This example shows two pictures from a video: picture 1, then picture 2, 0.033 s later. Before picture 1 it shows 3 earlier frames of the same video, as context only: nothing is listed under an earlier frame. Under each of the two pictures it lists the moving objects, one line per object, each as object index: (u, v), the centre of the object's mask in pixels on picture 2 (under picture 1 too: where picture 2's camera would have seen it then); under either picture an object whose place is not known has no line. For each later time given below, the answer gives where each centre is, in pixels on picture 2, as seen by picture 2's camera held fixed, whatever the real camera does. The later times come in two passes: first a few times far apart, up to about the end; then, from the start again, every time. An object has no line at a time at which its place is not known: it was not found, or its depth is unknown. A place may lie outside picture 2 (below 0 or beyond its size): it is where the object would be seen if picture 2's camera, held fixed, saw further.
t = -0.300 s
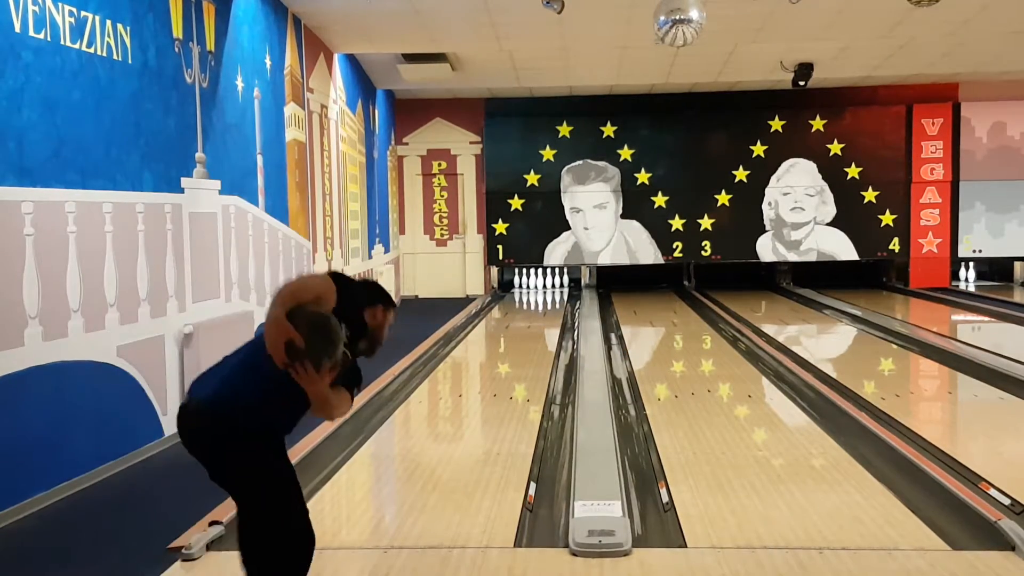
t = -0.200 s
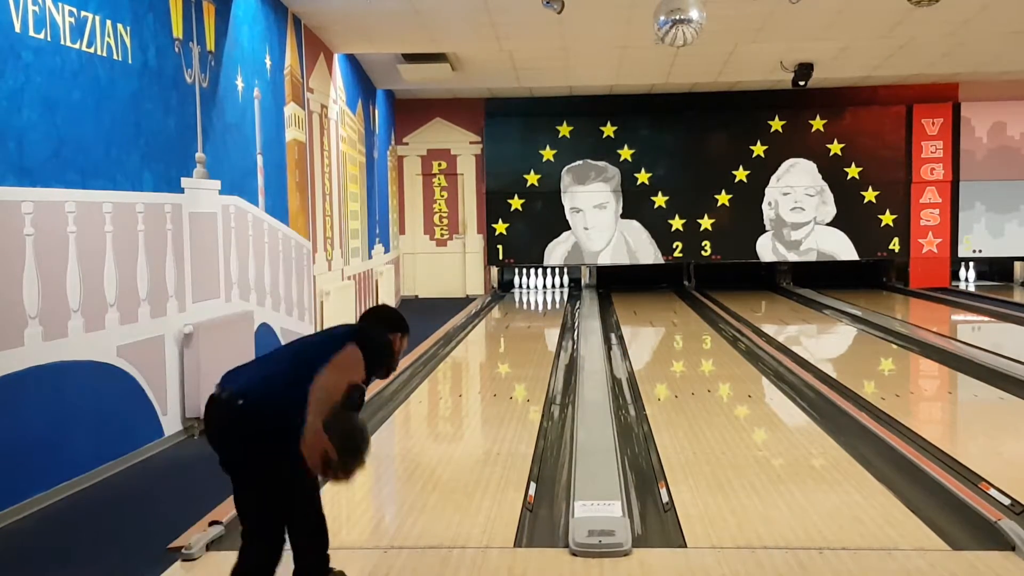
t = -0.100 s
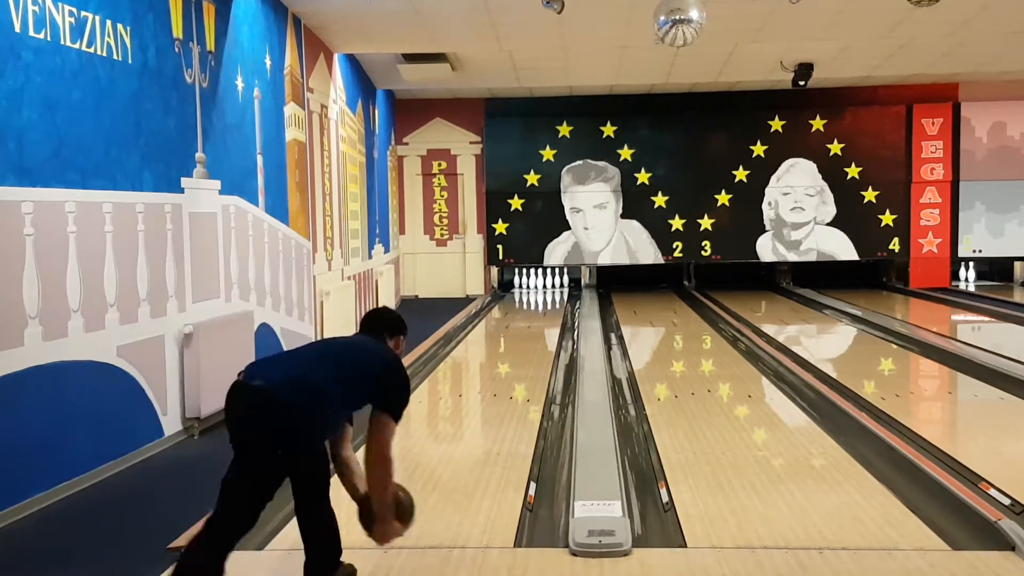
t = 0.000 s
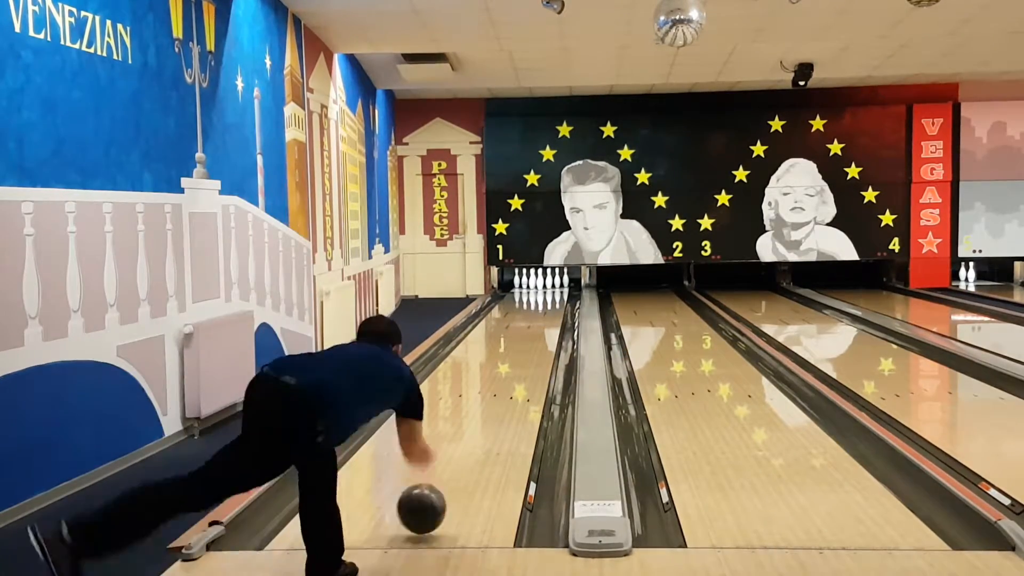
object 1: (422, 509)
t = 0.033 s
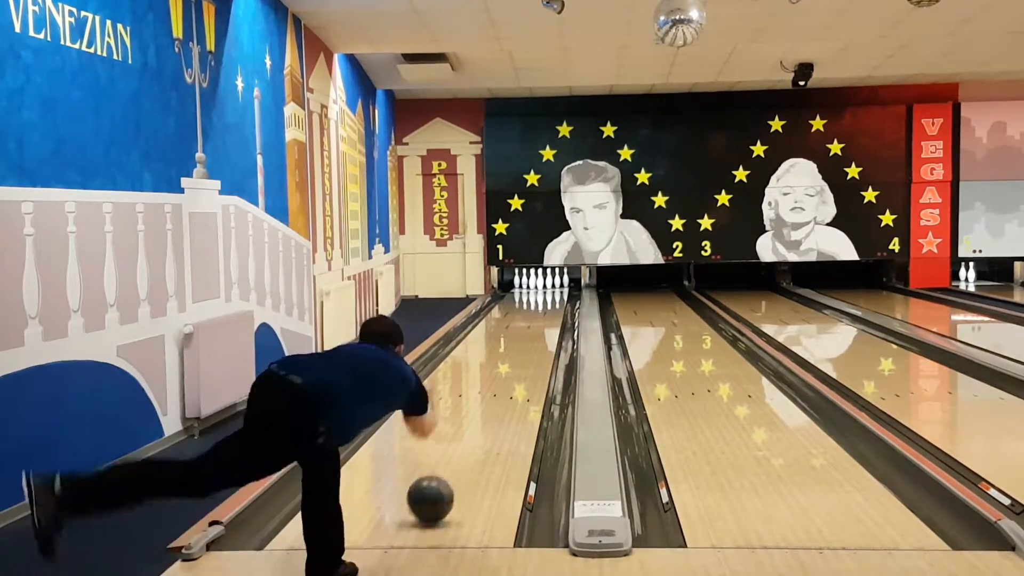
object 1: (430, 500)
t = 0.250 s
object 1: (471, 437)
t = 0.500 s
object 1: (500, 392)
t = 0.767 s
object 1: (519, 361)
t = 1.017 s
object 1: (531, 341)
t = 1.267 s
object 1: (540, 324)
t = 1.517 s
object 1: (545, 312)
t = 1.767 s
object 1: (549, 303)
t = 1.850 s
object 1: (549, 300)
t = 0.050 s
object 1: (434, 492)
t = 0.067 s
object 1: (438, 485)
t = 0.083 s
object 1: (441, 480)
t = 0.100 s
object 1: (445, 476)
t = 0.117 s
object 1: (448, 472)
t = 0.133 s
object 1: (452, 468)
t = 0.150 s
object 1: (455, 463)
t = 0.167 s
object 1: (458, 458)
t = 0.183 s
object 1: (461, 454)
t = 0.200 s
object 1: (463, 450)
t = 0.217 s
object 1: (466, 445)
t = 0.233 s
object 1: (469, 441)
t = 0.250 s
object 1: (471, 437)
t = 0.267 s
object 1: (474, 434)
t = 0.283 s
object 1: (476, 430)
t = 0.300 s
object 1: (478, 426)
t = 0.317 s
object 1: (480, 423)
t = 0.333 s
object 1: (482, 420)
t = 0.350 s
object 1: (484, 416)
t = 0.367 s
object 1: (487, 413)
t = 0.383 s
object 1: (488, 411)
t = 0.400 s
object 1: (490, 408)
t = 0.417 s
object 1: (492, 405)
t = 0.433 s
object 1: (493, 402)
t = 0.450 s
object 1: (495, 400)
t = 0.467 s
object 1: (497, 397)
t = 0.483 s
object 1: (498, 395)
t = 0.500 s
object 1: (500, 392)
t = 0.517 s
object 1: (501, 390)
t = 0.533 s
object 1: (503, 387)
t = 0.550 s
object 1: (504, 385)
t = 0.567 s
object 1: (505, 383)
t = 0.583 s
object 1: (507, 381)
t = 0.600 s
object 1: (508, 379)
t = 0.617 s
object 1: (509, 377)
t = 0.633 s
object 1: (510, 375)
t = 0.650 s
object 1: (511, 373)
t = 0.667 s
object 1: (513, 371)
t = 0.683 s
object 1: (514, 369)
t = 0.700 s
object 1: (515, 368)
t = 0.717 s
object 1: (516, 366)
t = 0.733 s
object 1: (517, 364)
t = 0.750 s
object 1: (518, 363)
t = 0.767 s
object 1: (519, 361)
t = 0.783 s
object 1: (520, 359)
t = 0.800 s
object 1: (521, 358)
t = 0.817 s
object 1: (522, 356)
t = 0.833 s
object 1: (523, 355)
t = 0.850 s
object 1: (523, 354)
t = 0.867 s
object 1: (524, 352)
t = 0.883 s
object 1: (525, 351)
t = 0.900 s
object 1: (526, 349)
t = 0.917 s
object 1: (527, 348)
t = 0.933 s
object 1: (528, 346)
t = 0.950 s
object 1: (528, 345)
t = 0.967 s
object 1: (529, 344)
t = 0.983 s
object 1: (530, 343)
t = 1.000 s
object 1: (530, 342)
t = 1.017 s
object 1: (531, 341)
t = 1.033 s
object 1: (532, 339)
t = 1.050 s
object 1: (532, 338)
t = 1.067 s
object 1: (533, 337)
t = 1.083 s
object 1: (533, 335)
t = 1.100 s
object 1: (534, 334)
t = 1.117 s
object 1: (535, 333)
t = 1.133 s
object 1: (535, 332)
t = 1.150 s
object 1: (536, 331)
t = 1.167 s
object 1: (536, 331)
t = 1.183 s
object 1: (537, 330)
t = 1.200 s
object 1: (537, 328)
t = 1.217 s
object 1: (538, 327)
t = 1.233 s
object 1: (538, 326)
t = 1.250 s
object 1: (539, 325)
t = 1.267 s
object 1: (540, 324)
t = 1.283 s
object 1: (540, 324)
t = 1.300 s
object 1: (541, 322)
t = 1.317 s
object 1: (541, 322)
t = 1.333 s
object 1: (542, 321)
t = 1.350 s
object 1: (542, 320)
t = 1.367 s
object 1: (542, 320)
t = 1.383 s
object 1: (543, 319)
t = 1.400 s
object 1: (543, 318)
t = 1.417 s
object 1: (543, 317)
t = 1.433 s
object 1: (543, 317)
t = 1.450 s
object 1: (544, 315)
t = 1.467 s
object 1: (545, 314)
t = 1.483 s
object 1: (544, 314)
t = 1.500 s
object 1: (545, 313)
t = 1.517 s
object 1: (545, 312)
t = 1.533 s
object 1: (546, 311)
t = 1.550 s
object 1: (546, 311)
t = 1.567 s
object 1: (546, 310)
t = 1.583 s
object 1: (546, 309)
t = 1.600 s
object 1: (547, 309)
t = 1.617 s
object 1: (547, 308)
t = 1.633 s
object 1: (547, 307)
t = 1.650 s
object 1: (547, 307)
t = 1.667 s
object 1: (548, 306)
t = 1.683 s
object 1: (547, 306)
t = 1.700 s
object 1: (548, 305)
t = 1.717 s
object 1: (548, 305)
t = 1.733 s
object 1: (548, 304)
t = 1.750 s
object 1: (549, 304)
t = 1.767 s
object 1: (549, 303)
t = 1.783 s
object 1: (549, 302)
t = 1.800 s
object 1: (549, 302)
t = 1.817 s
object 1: (549, 301)
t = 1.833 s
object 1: (549, 301)
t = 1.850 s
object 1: (549, 300)
